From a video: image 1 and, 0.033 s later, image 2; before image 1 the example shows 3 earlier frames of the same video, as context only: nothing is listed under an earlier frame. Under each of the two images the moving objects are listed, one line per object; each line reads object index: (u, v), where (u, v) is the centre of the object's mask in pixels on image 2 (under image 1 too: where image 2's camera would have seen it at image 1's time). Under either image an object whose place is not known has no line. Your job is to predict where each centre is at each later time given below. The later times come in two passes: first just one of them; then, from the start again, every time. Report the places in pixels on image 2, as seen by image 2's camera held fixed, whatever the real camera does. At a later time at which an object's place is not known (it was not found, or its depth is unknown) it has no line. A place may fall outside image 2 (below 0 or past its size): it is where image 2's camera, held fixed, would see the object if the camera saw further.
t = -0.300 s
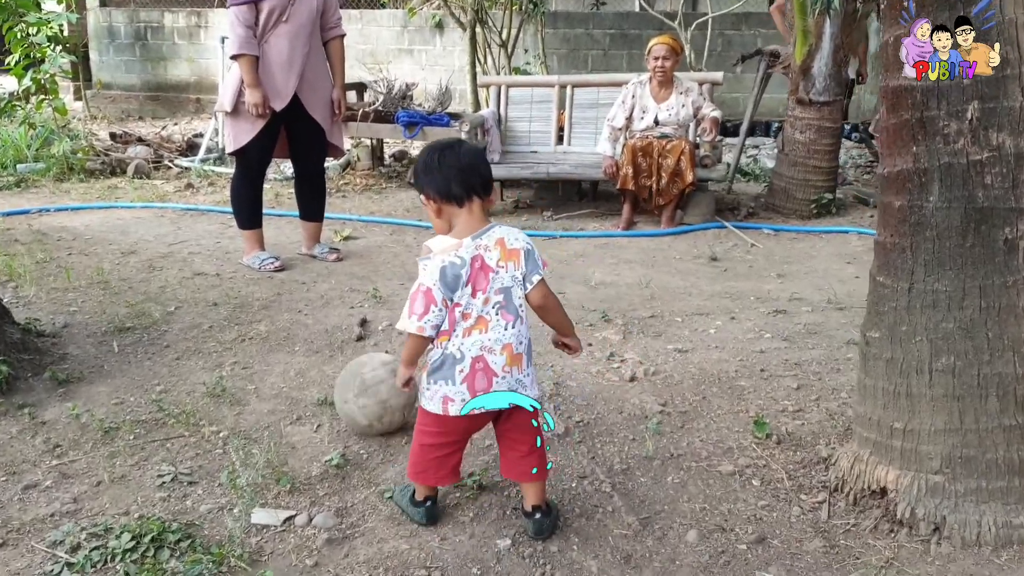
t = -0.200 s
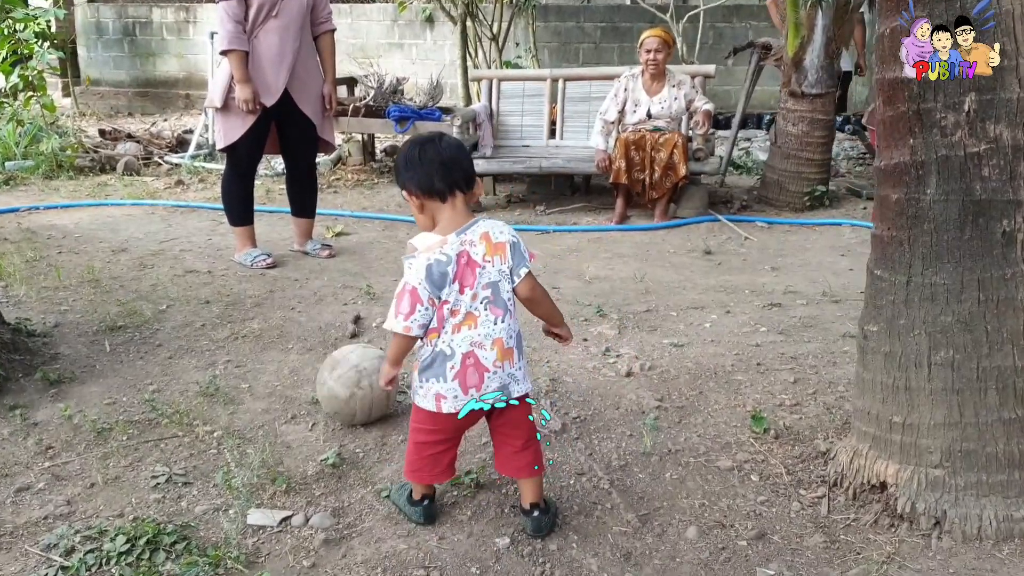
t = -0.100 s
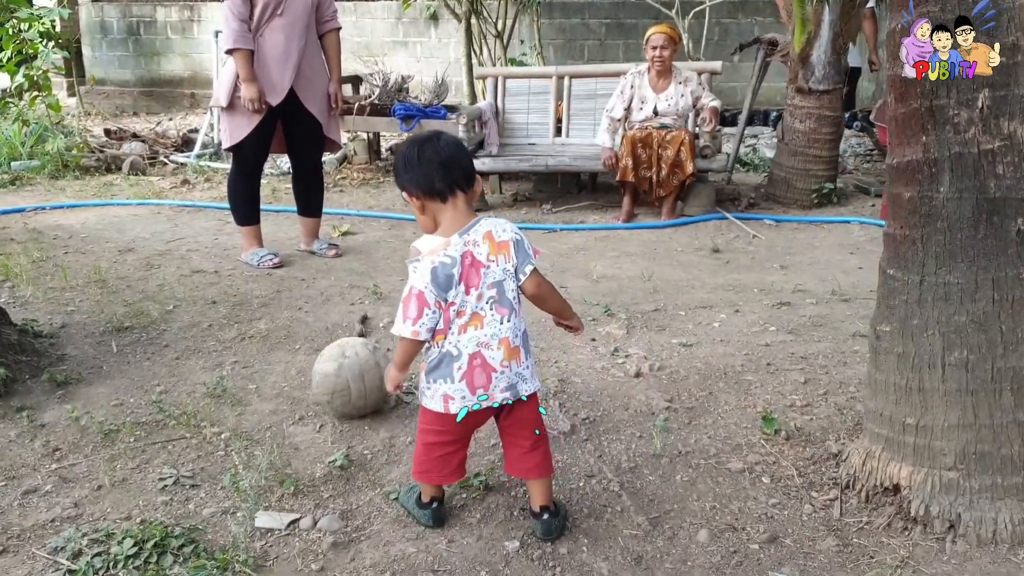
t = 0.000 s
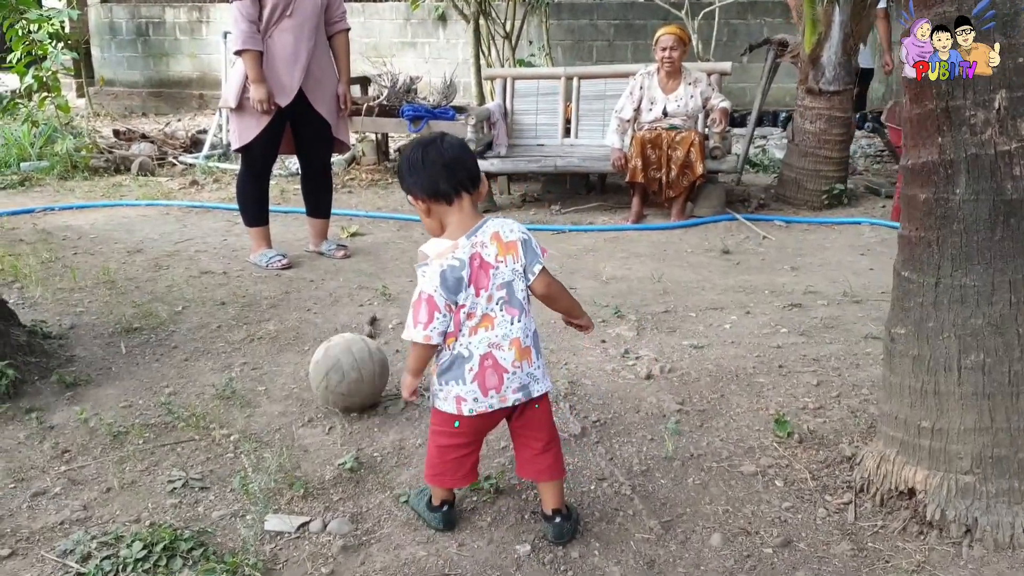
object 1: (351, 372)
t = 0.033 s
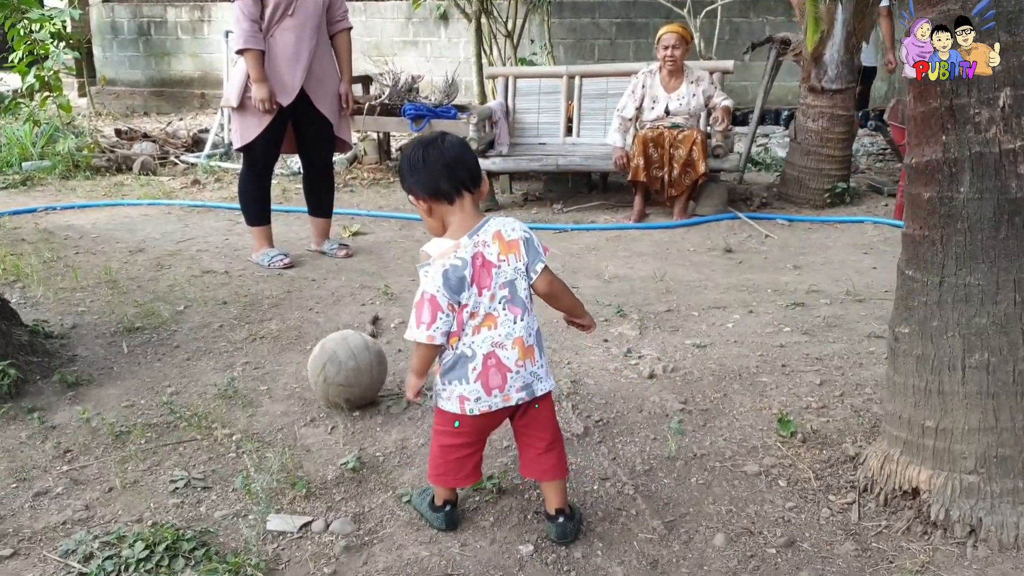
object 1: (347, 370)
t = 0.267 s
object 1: (327, 357)
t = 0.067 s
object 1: (344, 368)
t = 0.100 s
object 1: (341, 365)
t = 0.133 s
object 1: (338, 364)
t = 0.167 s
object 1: (335, 363)
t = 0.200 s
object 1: (332, 360)
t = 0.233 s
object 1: (330, 359)
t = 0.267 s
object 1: (327, 357)
